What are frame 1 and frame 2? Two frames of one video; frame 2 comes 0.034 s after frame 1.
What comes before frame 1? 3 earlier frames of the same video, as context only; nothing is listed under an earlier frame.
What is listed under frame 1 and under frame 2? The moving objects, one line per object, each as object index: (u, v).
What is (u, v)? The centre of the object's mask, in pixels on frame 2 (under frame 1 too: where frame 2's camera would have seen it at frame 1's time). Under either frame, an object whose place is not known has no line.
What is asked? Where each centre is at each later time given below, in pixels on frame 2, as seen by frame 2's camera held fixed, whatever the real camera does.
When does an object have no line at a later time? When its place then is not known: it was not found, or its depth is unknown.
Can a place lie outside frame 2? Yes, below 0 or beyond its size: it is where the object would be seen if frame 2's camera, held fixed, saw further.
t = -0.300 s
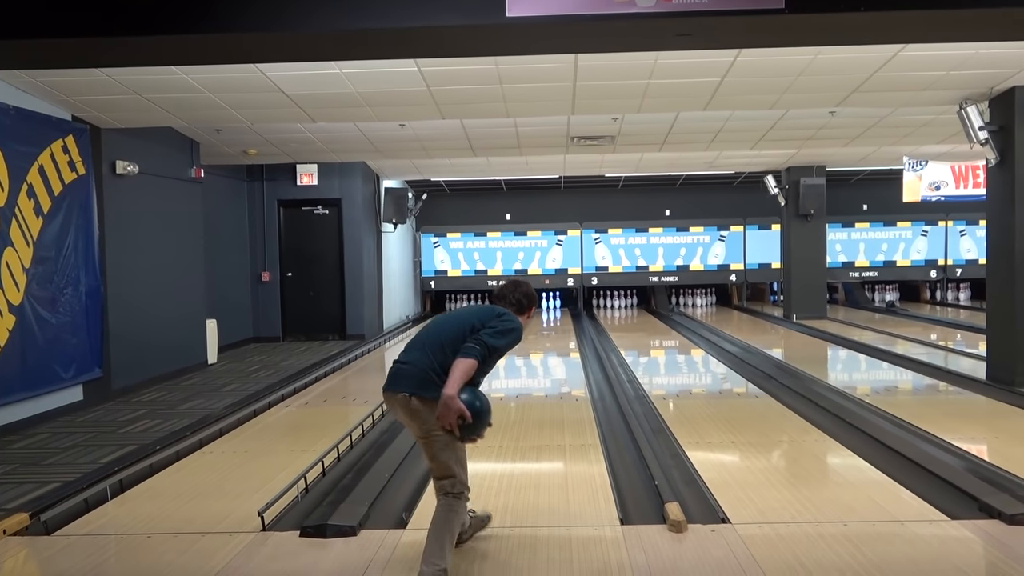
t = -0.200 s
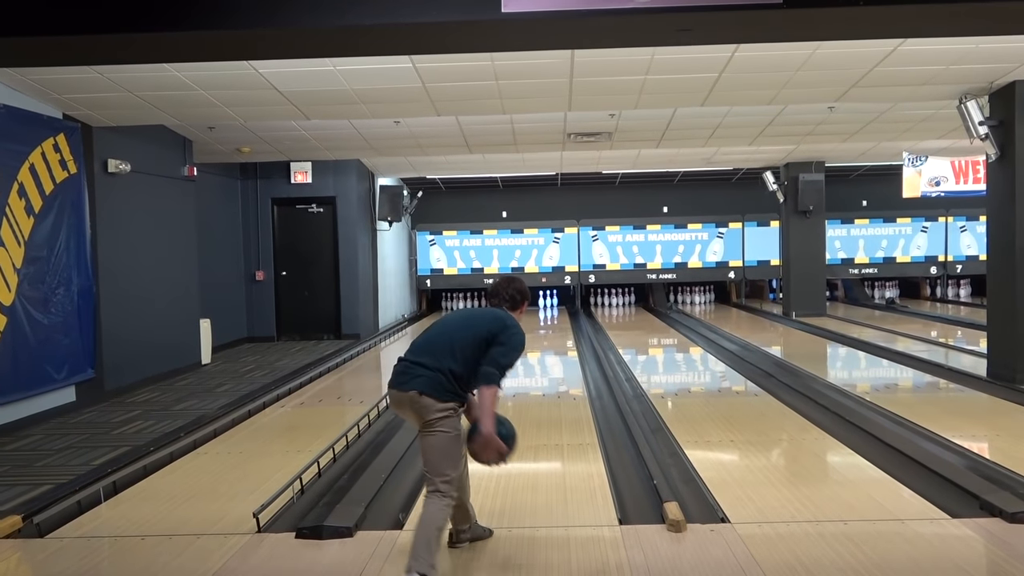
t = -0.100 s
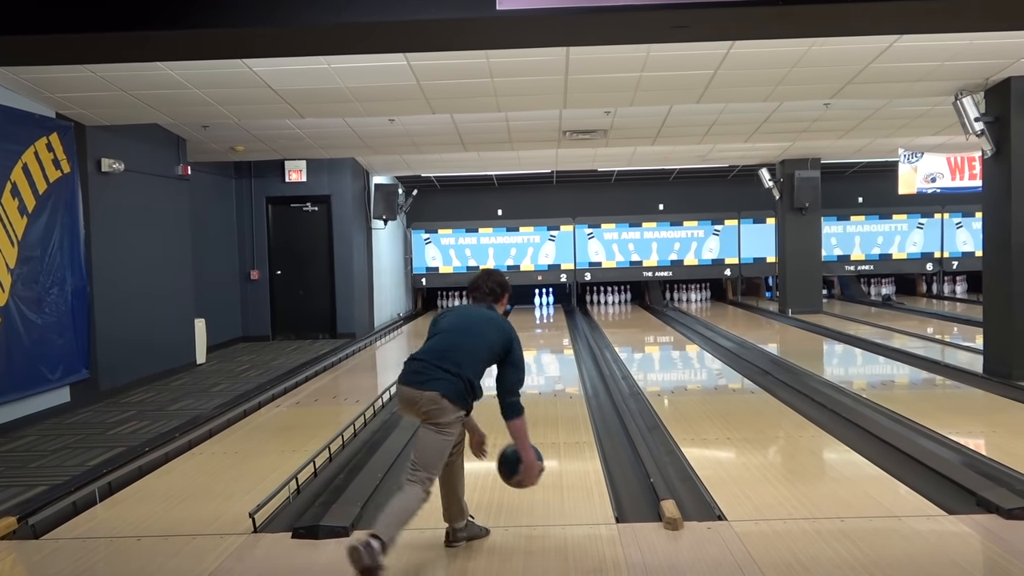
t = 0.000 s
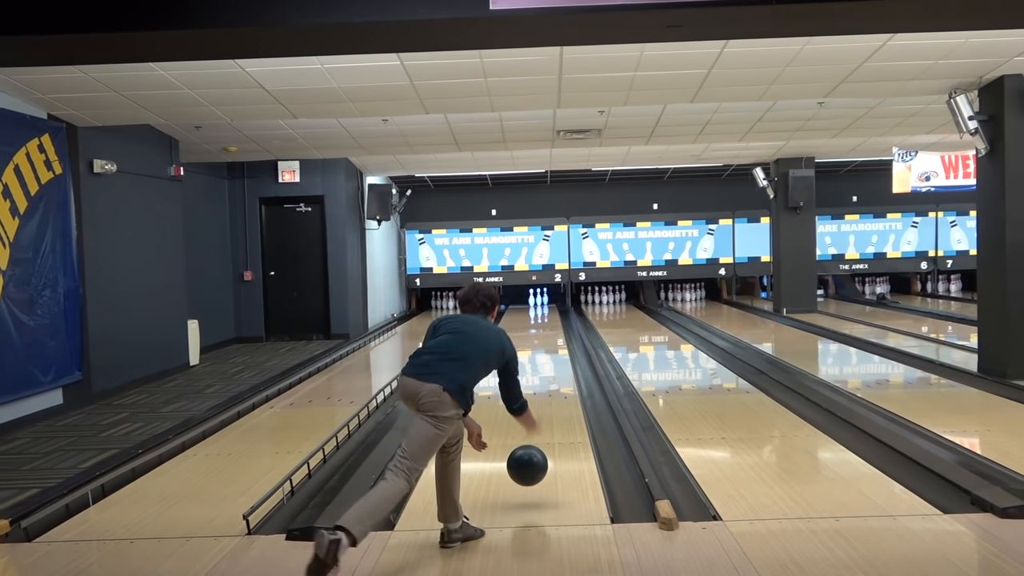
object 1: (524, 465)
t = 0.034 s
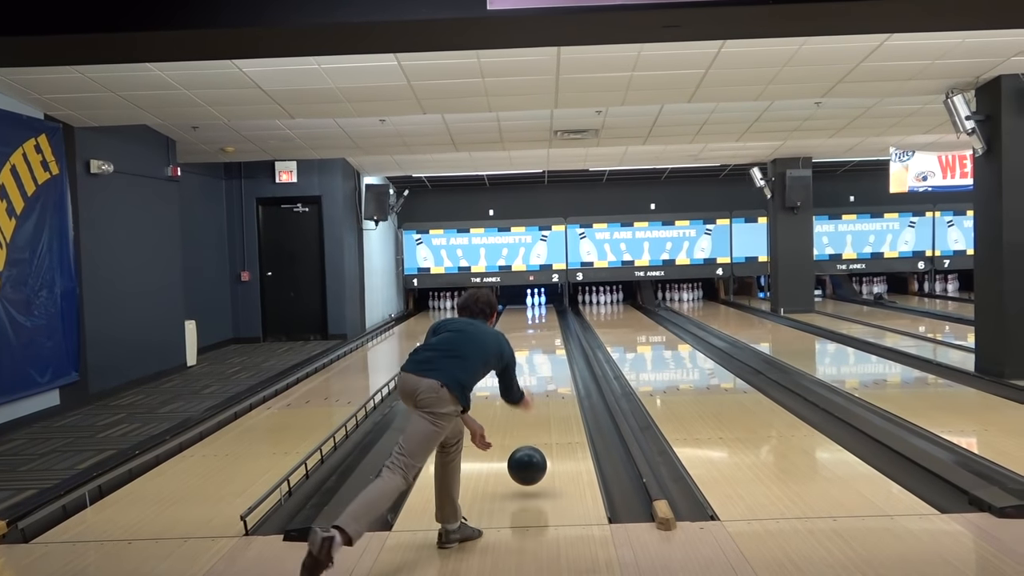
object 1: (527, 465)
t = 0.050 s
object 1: (528, 466)
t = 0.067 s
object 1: (529, 466)
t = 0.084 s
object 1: (530, 462)
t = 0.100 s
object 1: (531, 457)
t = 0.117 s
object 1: (531, 452)
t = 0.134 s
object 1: (532, 449)
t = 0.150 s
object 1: (533, 445)
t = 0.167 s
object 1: (533, 443)
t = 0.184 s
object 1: (534, 441)
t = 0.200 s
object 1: (534, 438)
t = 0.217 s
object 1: (535, 435)
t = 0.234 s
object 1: (535, 432)
